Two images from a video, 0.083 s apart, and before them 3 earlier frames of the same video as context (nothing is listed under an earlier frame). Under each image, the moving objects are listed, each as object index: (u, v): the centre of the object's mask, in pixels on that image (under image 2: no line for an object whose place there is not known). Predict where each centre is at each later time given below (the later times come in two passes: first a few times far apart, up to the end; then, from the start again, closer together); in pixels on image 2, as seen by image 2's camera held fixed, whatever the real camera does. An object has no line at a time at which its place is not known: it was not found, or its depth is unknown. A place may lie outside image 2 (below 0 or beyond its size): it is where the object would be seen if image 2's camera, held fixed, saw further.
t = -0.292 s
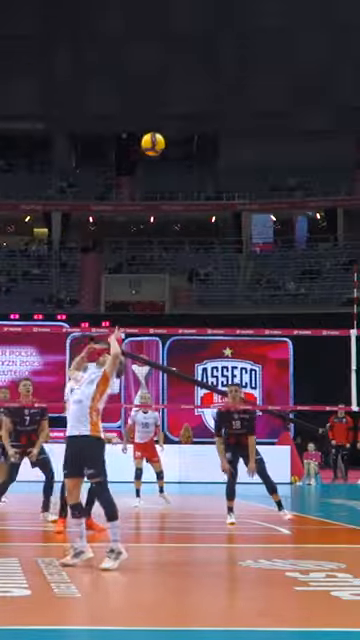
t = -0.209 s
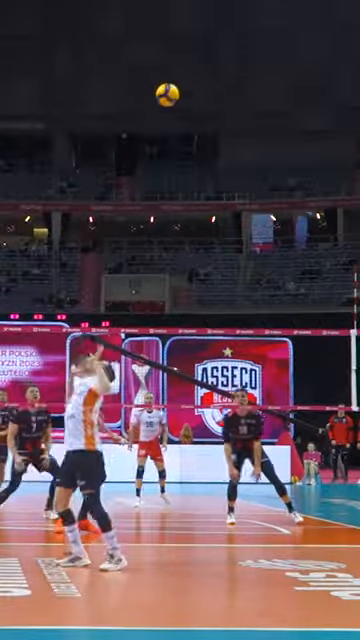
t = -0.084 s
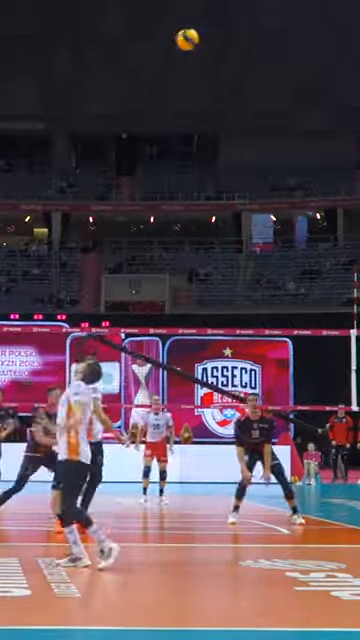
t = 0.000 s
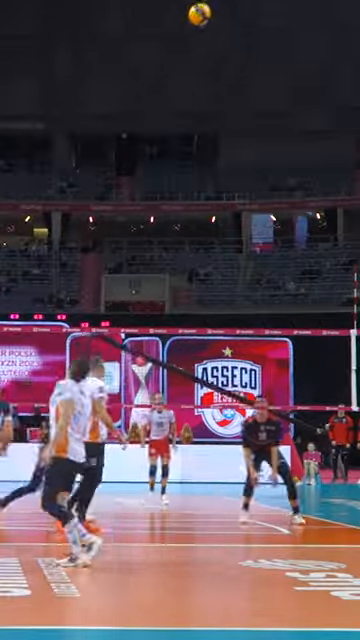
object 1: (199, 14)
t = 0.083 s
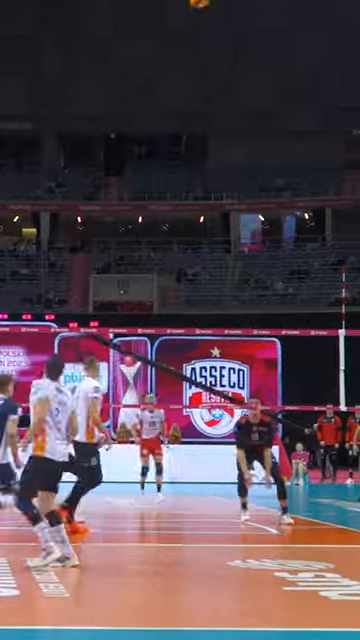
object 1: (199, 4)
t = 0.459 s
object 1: (245, 1)
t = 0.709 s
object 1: (274, 70)
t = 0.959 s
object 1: (297, 183)
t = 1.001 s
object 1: (302, 207)
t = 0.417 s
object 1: (240, -2)
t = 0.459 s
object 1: (245, 1)
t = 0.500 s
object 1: (250, 6)
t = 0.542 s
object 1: (255, 16)
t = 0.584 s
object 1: (259, 27)
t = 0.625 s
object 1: (264, 40)
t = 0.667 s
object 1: (269, 54)
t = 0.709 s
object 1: (274, 70)
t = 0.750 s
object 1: (278, 86)
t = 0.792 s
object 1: (282, 103)
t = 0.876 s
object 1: (290, 141)
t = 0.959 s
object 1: (297, 183)
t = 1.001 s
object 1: (302, 207)
